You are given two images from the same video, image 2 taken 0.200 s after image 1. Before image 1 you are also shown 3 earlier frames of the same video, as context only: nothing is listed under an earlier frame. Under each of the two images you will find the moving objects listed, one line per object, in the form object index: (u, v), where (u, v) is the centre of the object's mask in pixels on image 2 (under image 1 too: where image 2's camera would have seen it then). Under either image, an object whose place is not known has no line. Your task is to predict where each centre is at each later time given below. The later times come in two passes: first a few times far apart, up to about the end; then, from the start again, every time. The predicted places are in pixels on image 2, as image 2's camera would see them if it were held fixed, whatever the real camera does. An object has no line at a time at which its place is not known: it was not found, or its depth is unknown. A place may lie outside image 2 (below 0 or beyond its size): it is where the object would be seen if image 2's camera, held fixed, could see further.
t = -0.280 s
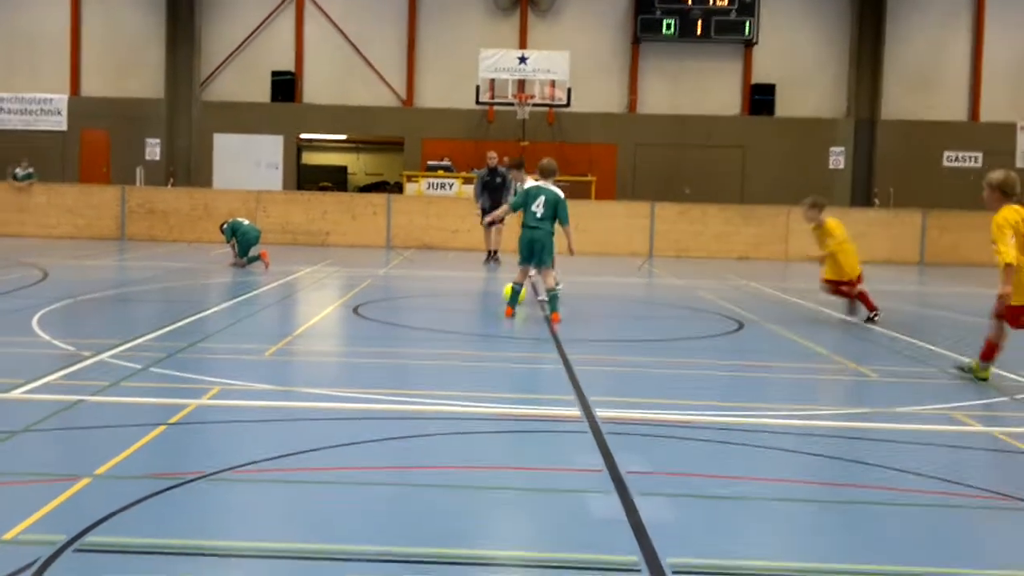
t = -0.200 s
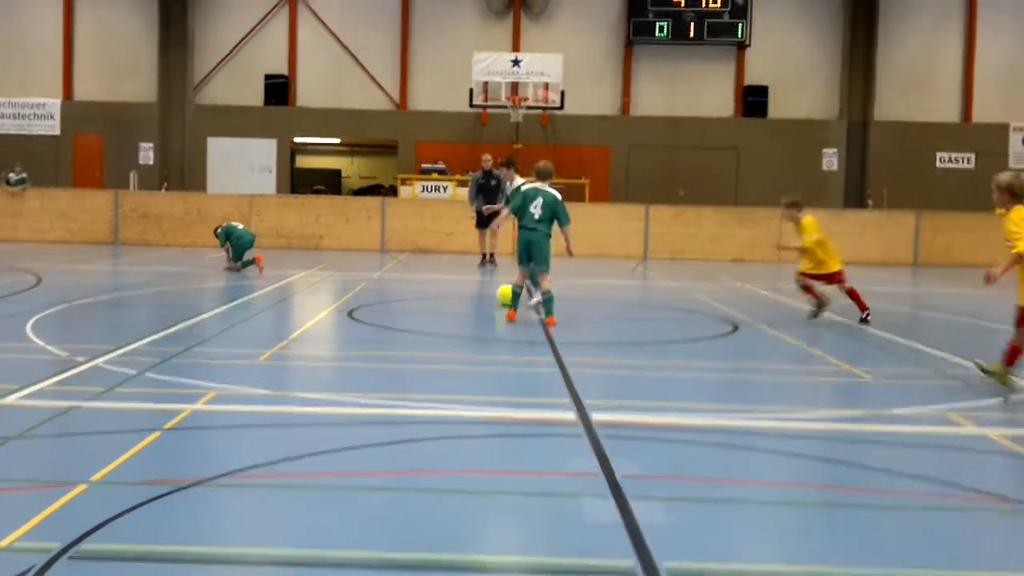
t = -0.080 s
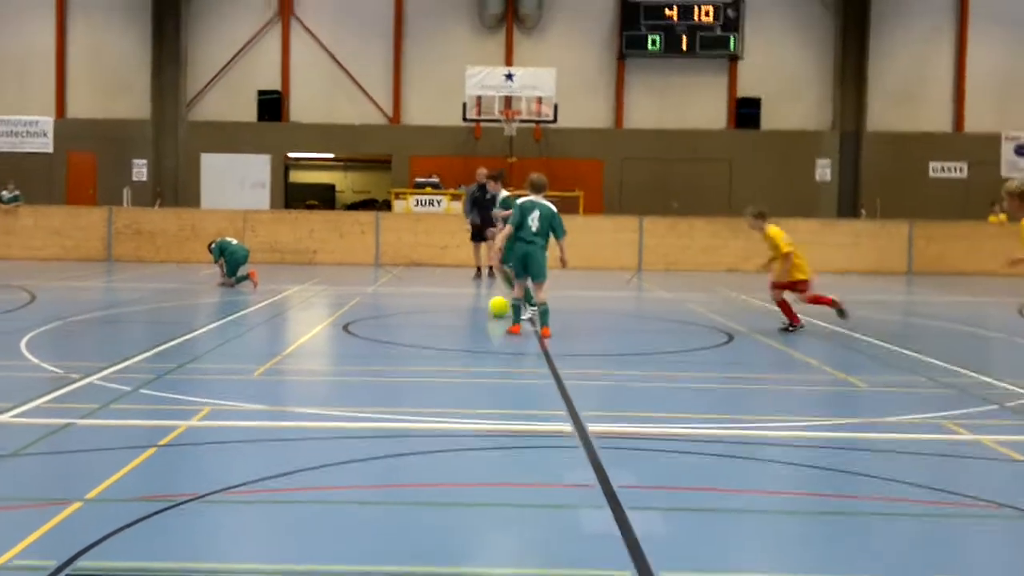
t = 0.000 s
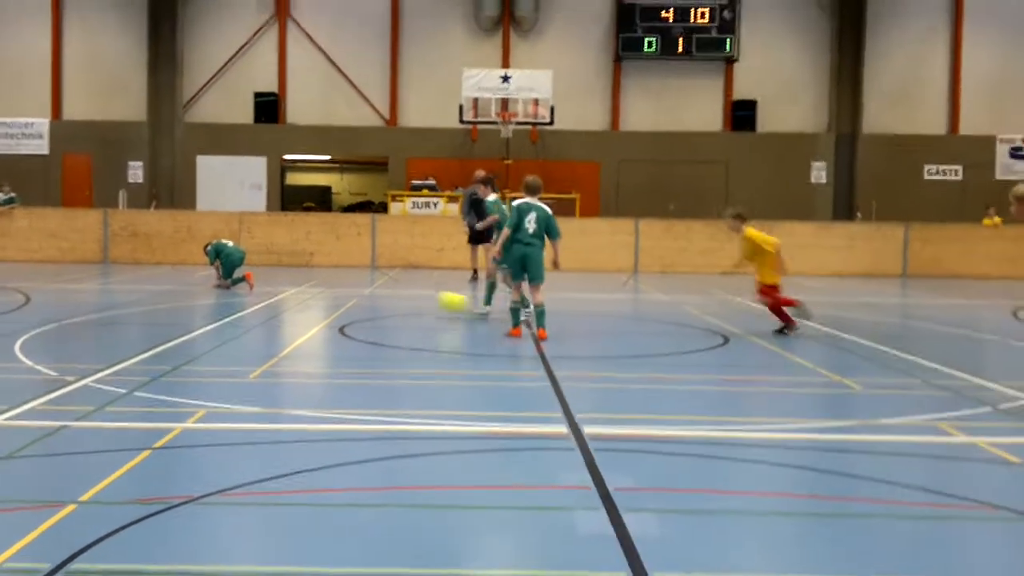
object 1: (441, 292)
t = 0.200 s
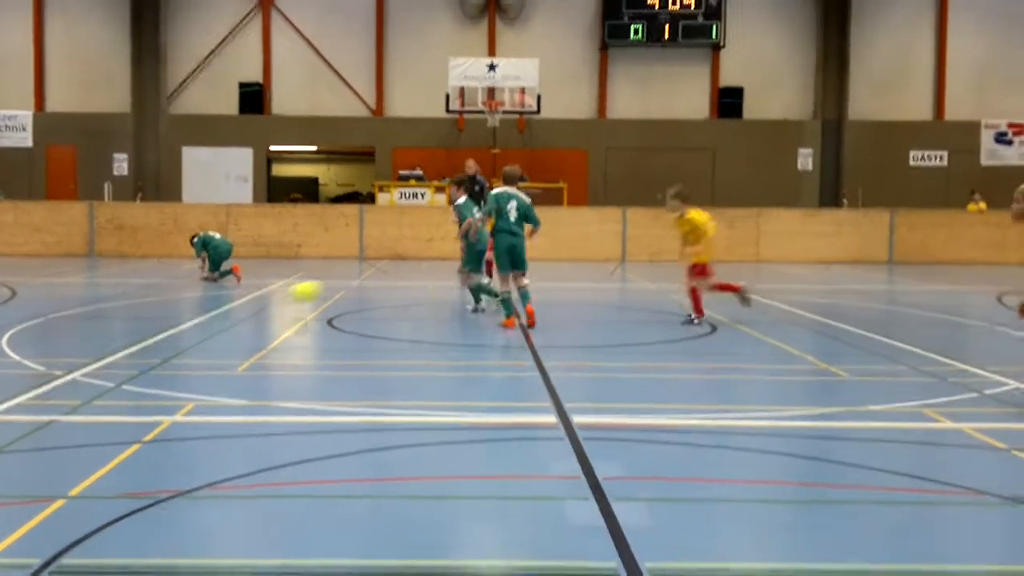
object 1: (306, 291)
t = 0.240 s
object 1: (278, 296)
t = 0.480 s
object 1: (135, 295)
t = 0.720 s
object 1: (14, 299)
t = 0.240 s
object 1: (278, 296)
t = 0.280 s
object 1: (252, 299)
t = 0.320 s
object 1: (227, 295)
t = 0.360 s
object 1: (205, 291)
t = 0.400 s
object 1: (181, 291)
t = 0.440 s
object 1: (158, 292)
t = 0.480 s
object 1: (135, 295)
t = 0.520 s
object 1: (112, 300)
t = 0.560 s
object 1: (92, 299)
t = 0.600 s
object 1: (74, 297)
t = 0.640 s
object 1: (54, 297)
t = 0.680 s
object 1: (34, 297)
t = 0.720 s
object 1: (14, 299)
